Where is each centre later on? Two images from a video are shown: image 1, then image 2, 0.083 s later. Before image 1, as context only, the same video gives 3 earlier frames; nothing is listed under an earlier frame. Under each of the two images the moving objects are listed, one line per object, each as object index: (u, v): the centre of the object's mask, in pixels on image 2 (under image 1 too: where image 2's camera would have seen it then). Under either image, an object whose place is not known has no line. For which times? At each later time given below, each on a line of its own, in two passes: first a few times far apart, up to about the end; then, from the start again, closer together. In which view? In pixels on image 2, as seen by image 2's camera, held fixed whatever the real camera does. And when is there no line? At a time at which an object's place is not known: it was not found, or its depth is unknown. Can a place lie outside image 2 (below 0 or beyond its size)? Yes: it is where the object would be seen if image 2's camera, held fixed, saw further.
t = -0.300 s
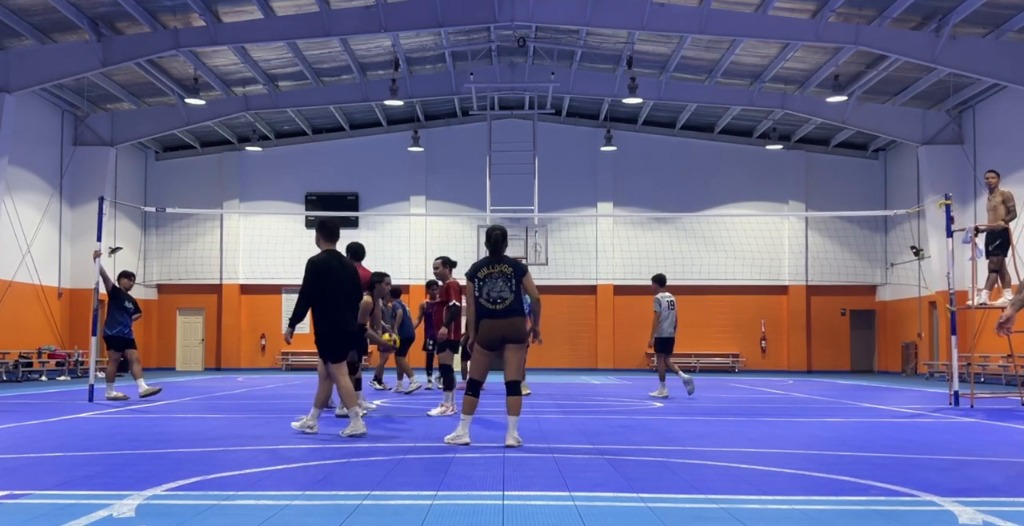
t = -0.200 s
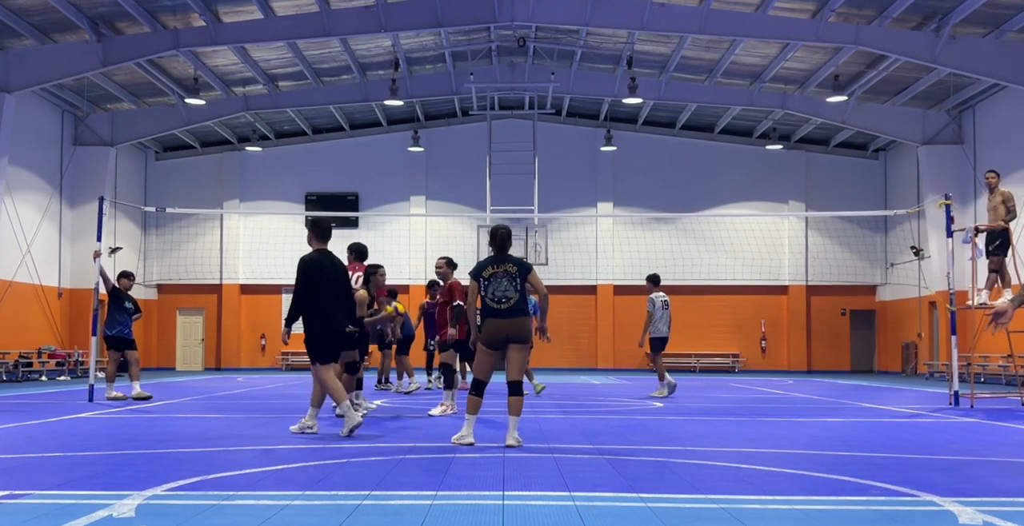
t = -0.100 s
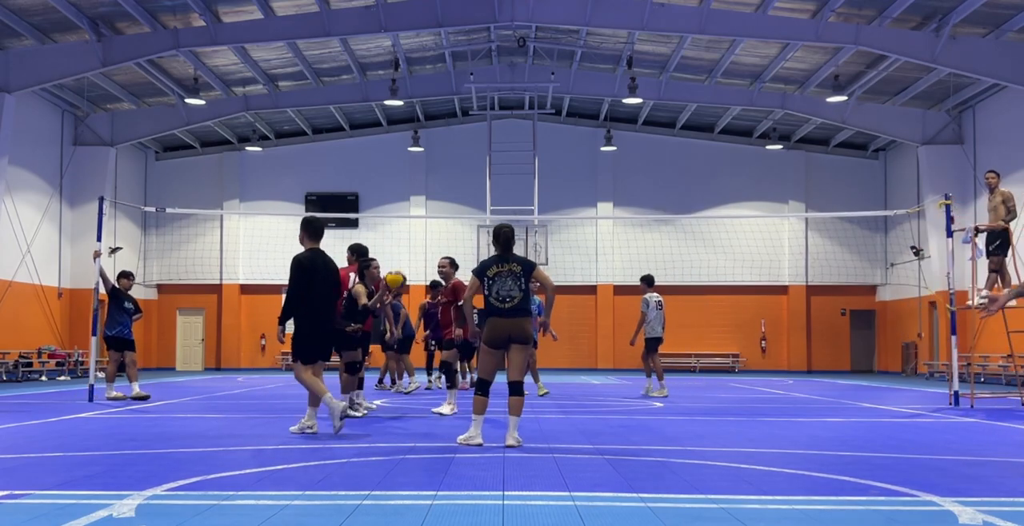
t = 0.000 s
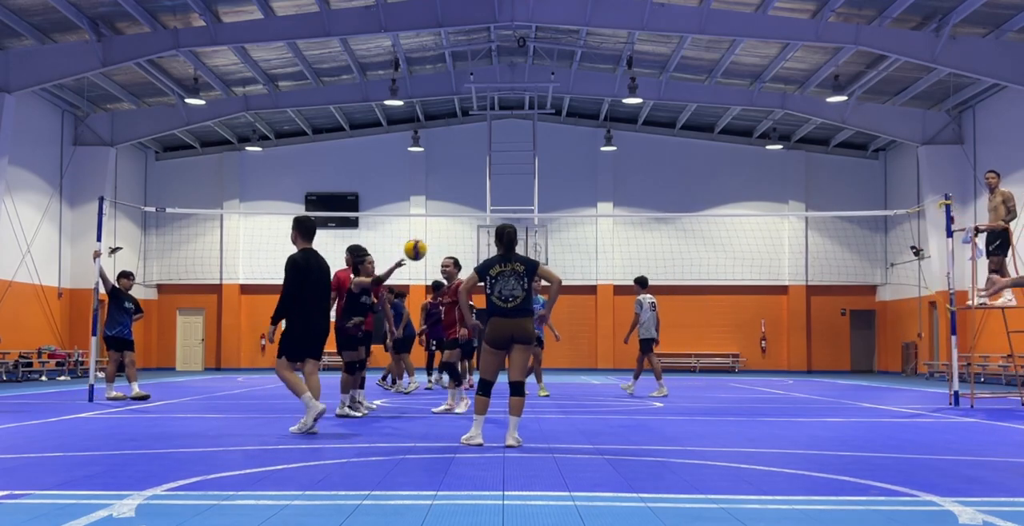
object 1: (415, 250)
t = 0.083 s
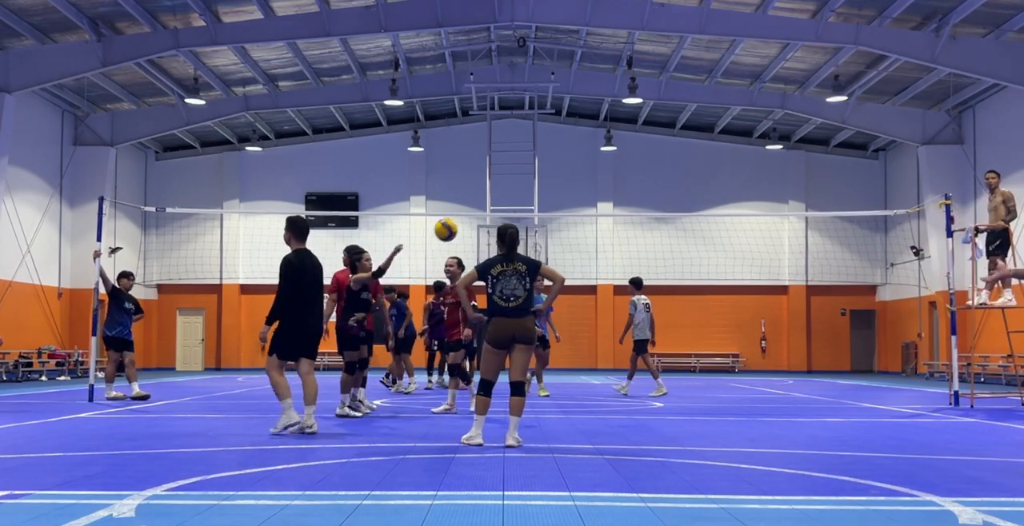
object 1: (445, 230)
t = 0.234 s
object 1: (506, 211)
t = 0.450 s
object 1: (608, 229)
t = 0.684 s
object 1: (742, 324)
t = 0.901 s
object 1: (872, 408)
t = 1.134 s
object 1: (958, 281)
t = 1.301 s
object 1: (1016, 243)
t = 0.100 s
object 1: (452, 227)
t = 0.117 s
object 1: (458, 224)
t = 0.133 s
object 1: (465, 221)
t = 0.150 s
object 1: (472, 219)
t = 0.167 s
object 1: (478, 217)
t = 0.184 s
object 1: (485, 215)
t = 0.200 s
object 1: (492, 214)
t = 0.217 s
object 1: (500, 212)
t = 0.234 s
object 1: (506, 211)
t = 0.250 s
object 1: (514, 211)
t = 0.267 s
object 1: (521, 210)
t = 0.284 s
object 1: (528, 210)
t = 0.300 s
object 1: (536, 210)
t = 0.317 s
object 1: (544, 211)
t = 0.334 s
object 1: (551, 212)
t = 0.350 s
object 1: (559, 214)
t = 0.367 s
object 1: (567, 215)
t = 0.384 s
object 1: (575, 217)
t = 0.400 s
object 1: (583, 220)
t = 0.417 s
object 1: (591, 222)
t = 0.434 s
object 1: (600, 226)
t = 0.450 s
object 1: (608, 229)
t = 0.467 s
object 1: (617, 233)
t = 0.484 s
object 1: (625, 237)
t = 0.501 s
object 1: (634, 242)
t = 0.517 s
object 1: (643, 247)
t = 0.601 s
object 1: (691, 279)
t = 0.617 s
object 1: (700, 287)
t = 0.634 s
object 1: (711, 296)
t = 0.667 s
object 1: (731, 314)
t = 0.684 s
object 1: (742, 324)
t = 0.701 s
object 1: (754, 335)
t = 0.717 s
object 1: (763, 346)
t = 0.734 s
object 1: (775, 358)
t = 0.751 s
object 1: (785, 370)
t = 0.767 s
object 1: (797, 384)
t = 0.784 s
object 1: (810, 398)
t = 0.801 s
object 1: (821, 413)
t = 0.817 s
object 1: (834, 428)
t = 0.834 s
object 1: (846, 444)
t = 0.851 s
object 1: (855, 445)
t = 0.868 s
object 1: (860, 432)
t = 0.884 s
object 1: (866, 420)
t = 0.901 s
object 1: (872, 408)
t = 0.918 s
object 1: (878, 396)
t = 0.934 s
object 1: (884, 385)
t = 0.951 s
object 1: (890, 374)
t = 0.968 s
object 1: (895, 363)
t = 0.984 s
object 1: (902, 353)
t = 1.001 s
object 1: (907, 342)
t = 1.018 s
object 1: (914, 332)
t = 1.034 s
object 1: (920, 324)
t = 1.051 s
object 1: (926, 316)
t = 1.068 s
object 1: (932, 309)
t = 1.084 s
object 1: (939, 302)
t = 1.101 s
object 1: (945, 294)
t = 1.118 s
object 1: (952, 288)
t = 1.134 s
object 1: (958, 281)
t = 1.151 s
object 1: (965, 274)
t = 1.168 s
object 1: (972, 269)
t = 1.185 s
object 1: (979, 264)
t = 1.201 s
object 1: (986, 260)
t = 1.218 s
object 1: (993, 255)
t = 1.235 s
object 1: (1000, 252)
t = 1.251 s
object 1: (1005, 249)
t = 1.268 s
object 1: (1007, 247)
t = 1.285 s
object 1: (1012, 244)
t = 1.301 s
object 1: (1016, 243)
